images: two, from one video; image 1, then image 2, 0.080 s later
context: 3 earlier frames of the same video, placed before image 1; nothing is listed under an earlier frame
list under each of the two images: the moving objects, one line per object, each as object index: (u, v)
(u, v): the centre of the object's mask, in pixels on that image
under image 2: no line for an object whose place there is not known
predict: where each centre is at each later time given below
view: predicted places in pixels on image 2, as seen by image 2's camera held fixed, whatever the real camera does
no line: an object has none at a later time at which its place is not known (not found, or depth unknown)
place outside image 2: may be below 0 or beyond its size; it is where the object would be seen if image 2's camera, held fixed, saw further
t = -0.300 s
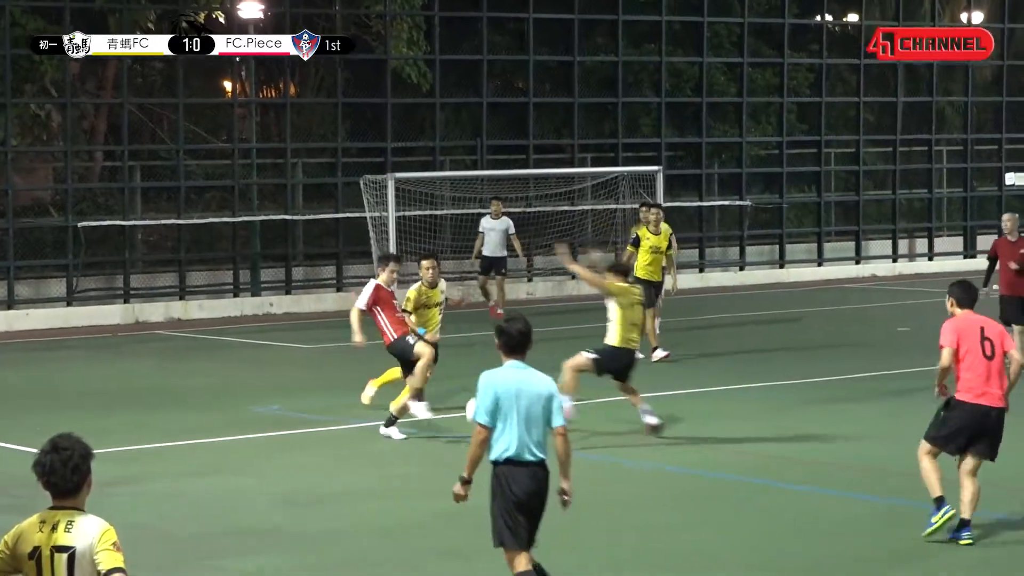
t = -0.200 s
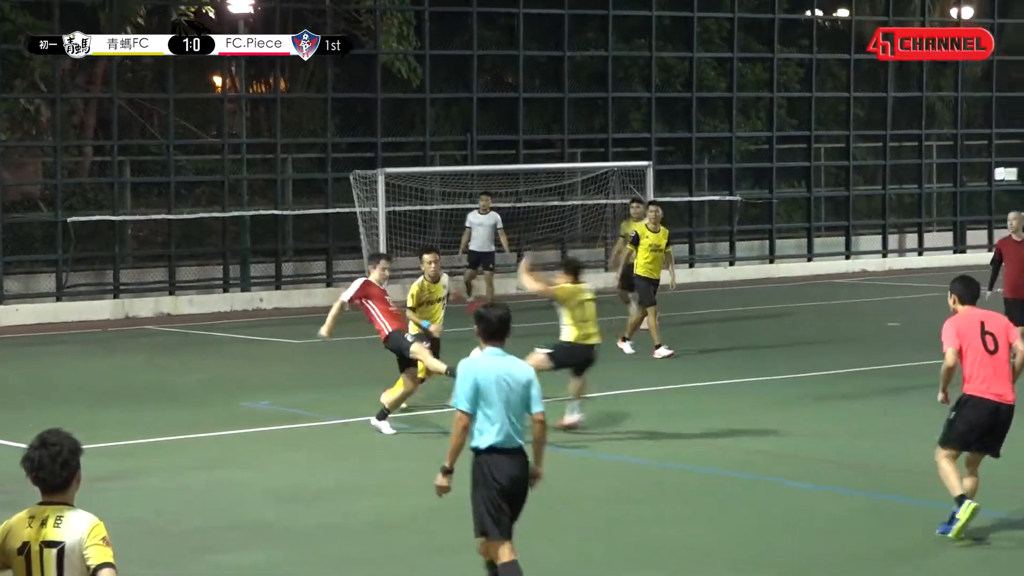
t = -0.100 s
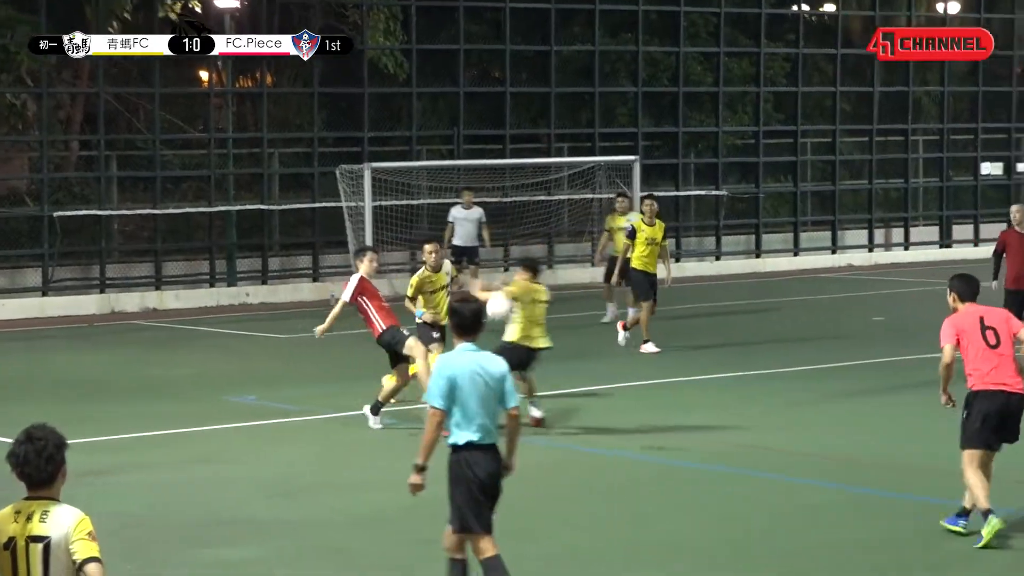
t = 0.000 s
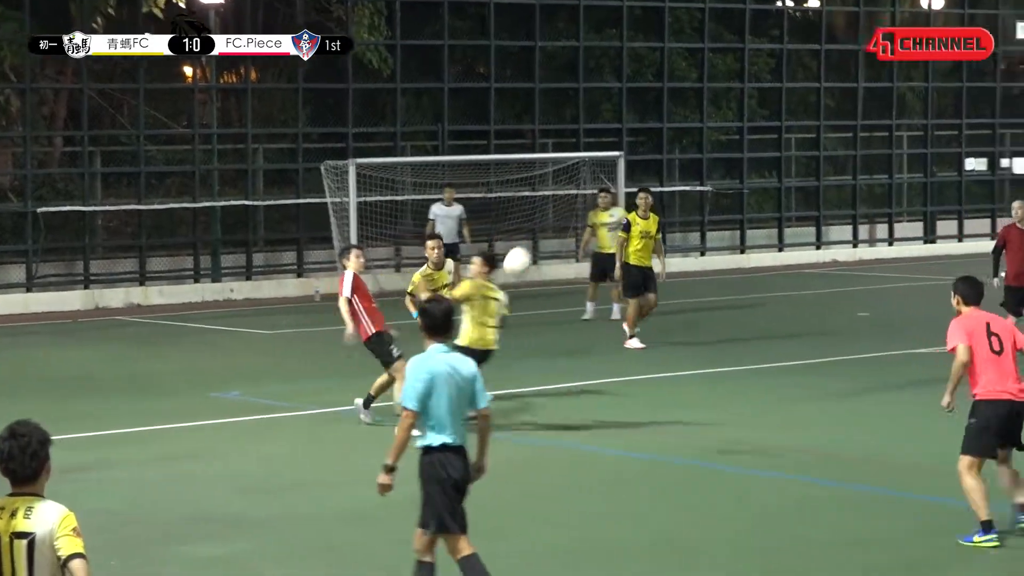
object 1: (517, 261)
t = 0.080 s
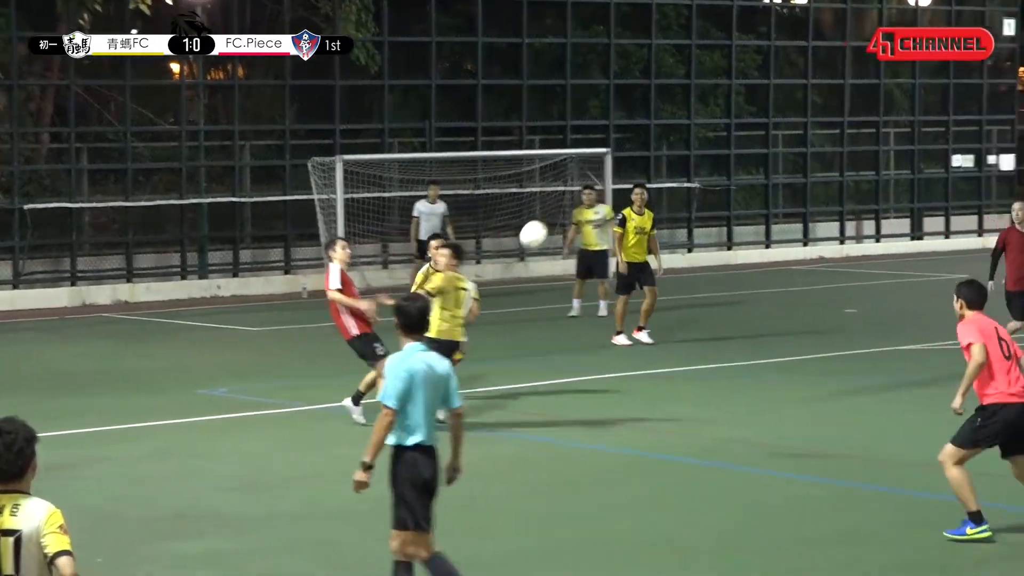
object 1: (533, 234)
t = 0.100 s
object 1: (541, 229)
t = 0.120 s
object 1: (549, 225)
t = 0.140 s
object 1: (556, 221)
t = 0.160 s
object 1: (563, 218)
